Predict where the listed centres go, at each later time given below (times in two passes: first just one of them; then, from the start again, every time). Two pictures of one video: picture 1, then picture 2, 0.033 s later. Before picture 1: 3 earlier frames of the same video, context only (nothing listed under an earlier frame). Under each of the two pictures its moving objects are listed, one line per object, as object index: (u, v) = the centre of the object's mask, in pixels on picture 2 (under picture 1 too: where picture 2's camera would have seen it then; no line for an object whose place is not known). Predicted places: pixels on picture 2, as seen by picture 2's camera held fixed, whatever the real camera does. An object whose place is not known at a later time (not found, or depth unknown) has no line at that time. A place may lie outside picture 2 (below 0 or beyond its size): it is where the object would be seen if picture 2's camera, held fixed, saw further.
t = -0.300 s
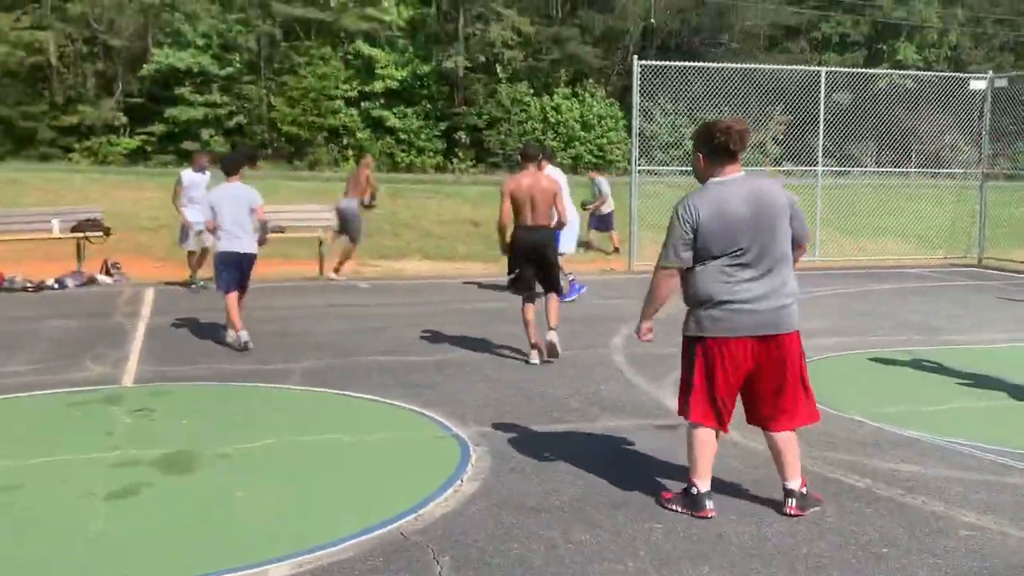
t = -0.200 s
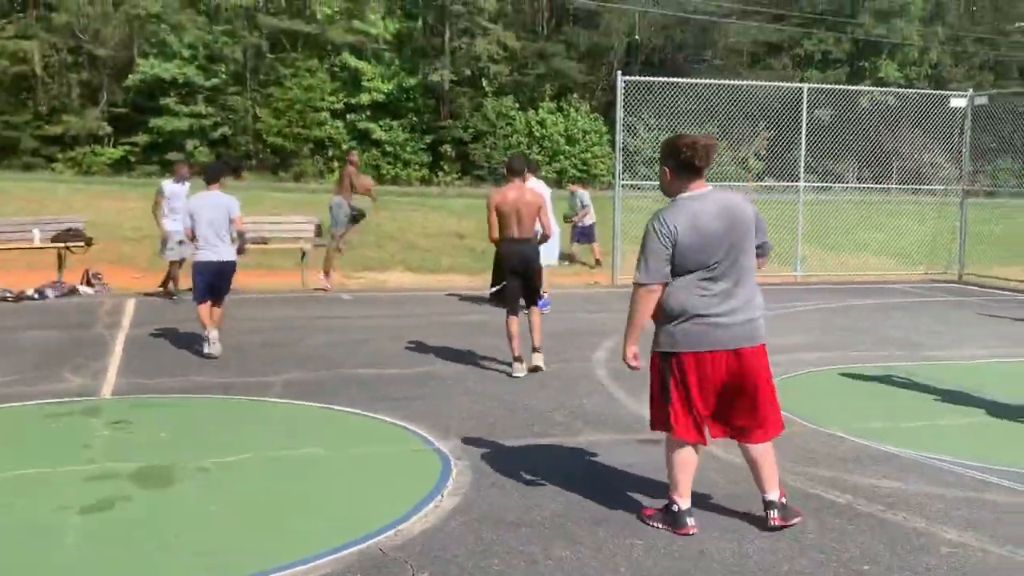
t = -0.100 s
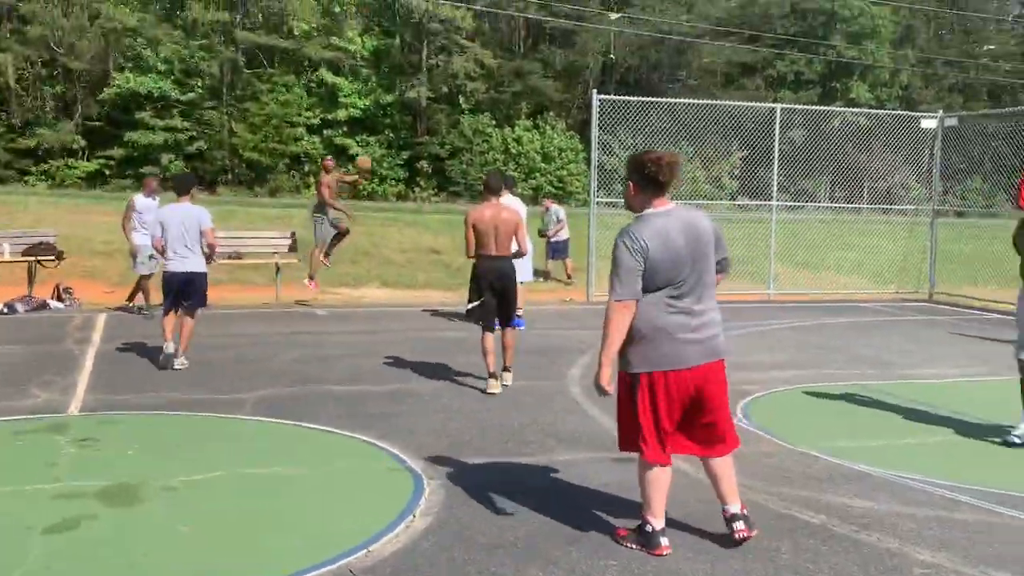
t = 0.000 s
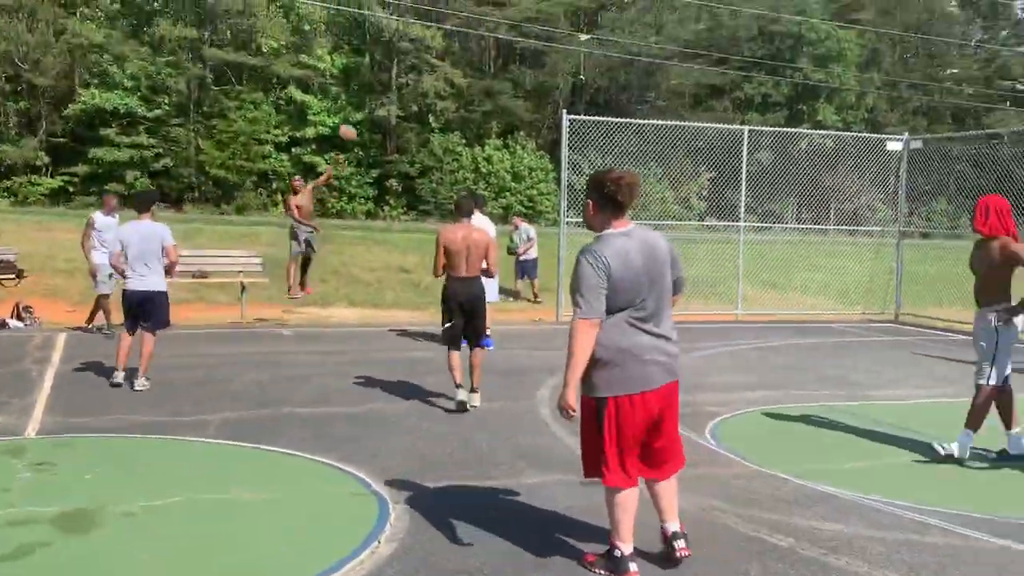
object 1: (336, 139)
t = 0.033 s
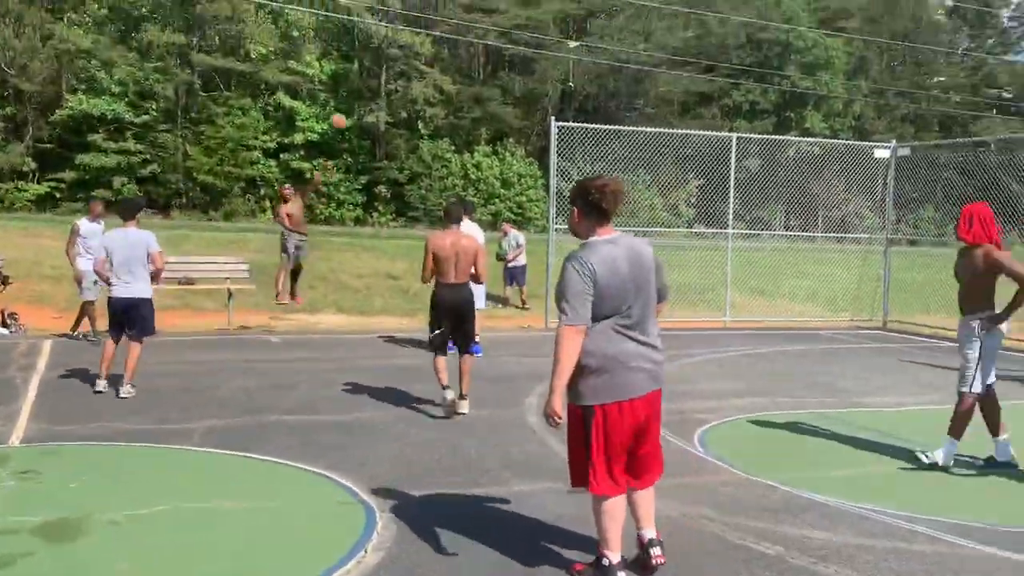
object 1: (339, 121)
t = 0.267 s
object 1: (357, 7)
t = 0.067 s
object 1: (340, 105)
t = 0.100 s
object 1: (343, 88)
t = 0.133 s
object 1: (345, 71)
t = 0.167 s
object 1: (348, 53)
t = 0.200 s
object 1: (351, 37)
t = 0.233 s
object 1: (353, 21)
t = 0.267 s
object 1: (357, 7)
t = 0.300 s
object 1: (361, -9)
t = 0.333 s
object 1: (363, -26)
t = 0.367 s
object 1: (365, -37)
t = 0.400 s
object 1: (368, -54)
